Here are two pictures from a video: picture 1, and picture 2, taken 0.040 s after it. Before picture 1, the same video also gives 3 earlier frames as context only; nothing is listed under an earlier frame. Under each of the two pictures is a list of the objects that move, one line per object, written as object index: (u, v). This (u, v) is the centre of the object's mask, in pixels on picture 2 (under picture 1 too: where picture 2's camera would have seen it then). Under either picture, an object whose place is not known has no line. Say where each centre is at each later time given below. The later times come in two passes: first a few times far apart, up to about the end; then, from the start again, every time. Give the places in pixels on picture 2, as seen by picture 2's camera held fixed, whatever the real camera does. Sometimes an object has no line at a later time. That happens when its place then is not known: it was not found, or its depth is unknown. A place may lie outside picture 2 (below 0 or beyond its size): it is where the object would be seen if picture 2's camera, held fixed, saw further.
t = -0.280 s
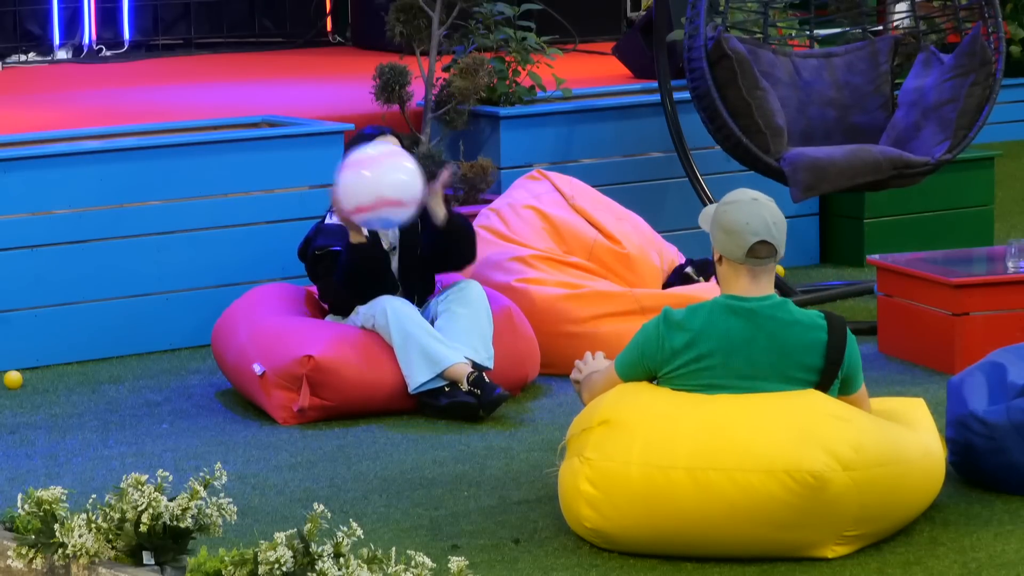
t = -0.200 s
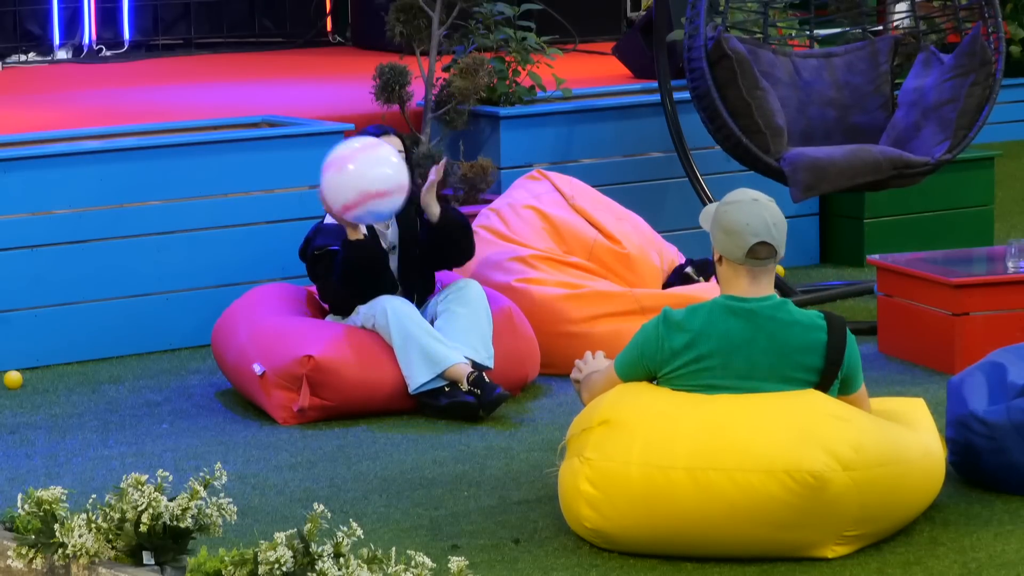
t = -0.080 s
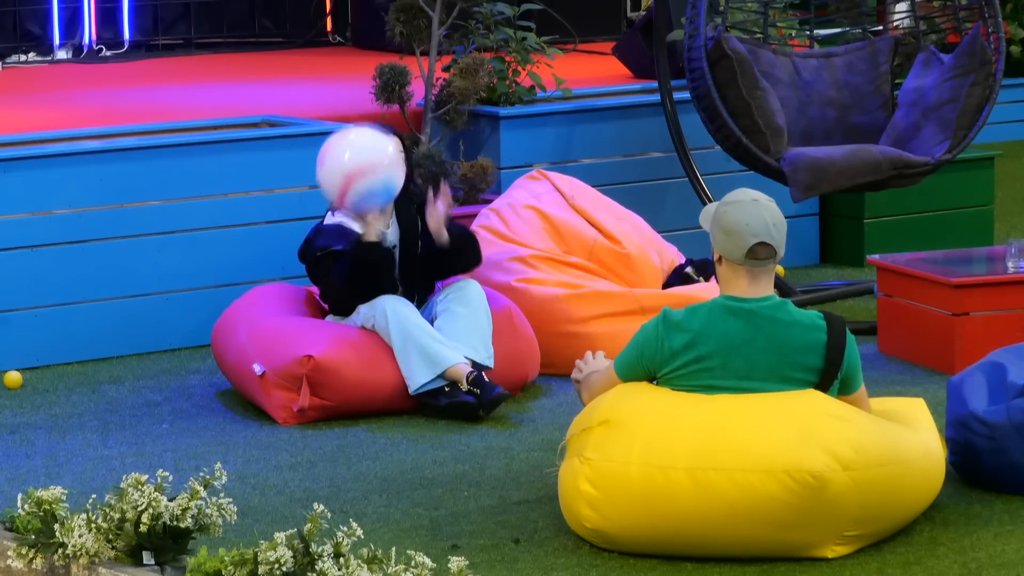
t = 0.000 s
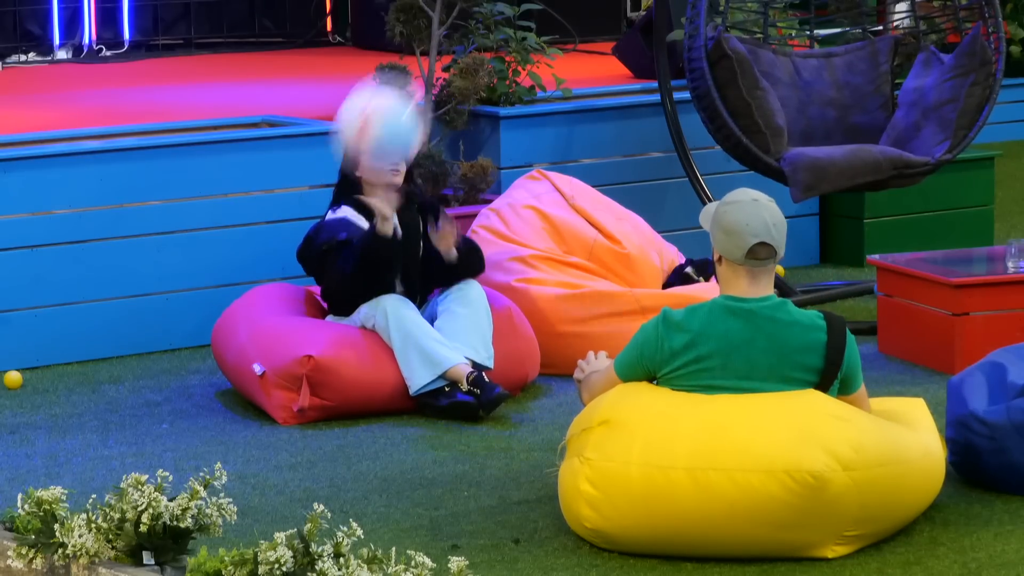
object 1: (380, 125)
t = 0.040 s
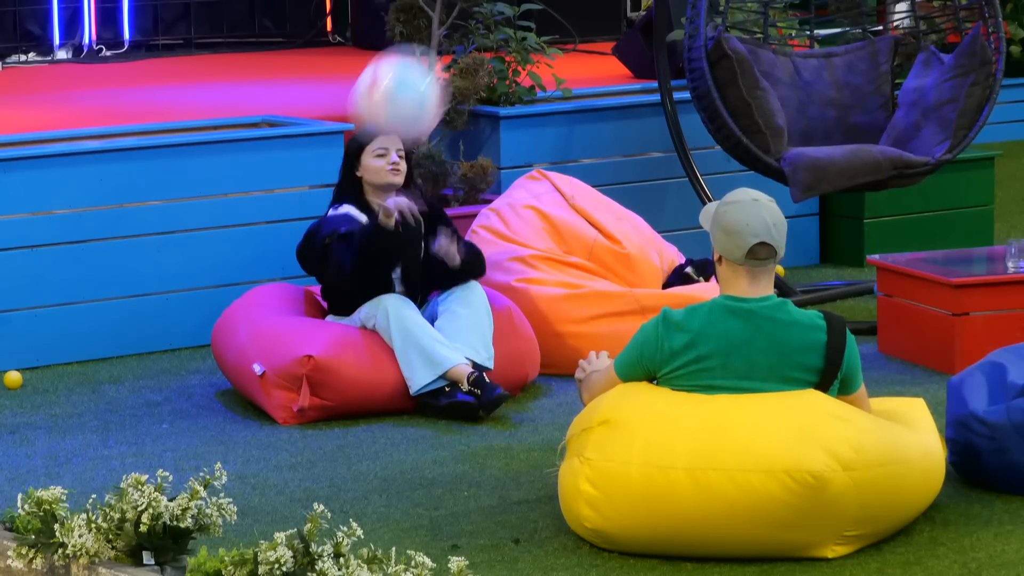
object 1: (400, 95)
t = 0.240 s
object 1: (499, 37)
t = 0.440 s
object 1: (611, 100)
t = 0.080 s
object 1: (419, 74)
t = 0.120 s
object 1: (439, 54)
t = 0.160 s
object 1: (458, 44)
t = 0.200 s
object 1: (478, 38)
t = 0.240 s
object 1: (499, 37)
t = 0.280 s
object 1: (519, 38)
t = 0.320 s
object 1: (541, 44)
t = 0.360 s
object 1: (564, 54)
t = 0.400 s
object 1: (589, 76)
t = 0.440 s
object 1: (611, 100)
